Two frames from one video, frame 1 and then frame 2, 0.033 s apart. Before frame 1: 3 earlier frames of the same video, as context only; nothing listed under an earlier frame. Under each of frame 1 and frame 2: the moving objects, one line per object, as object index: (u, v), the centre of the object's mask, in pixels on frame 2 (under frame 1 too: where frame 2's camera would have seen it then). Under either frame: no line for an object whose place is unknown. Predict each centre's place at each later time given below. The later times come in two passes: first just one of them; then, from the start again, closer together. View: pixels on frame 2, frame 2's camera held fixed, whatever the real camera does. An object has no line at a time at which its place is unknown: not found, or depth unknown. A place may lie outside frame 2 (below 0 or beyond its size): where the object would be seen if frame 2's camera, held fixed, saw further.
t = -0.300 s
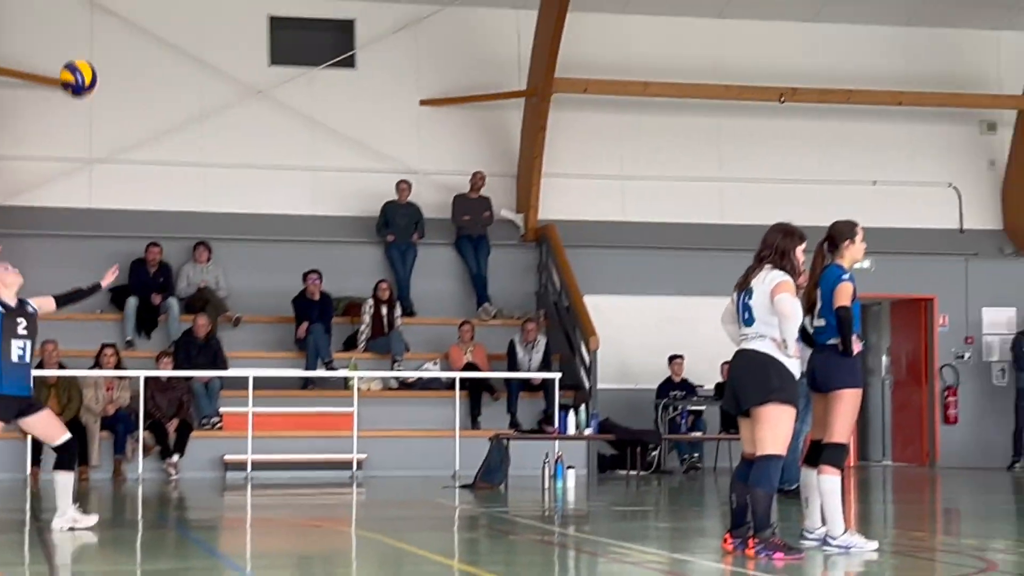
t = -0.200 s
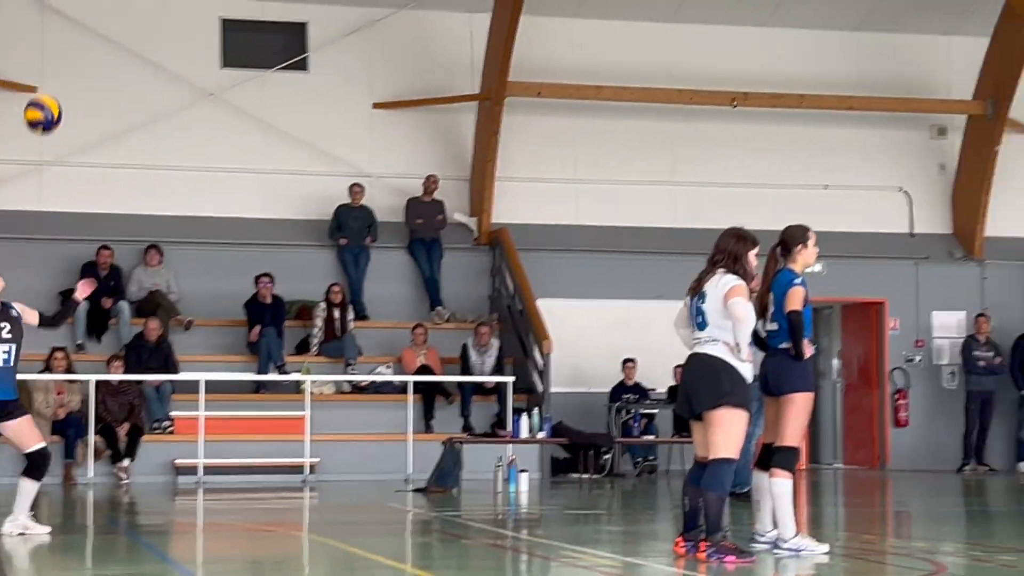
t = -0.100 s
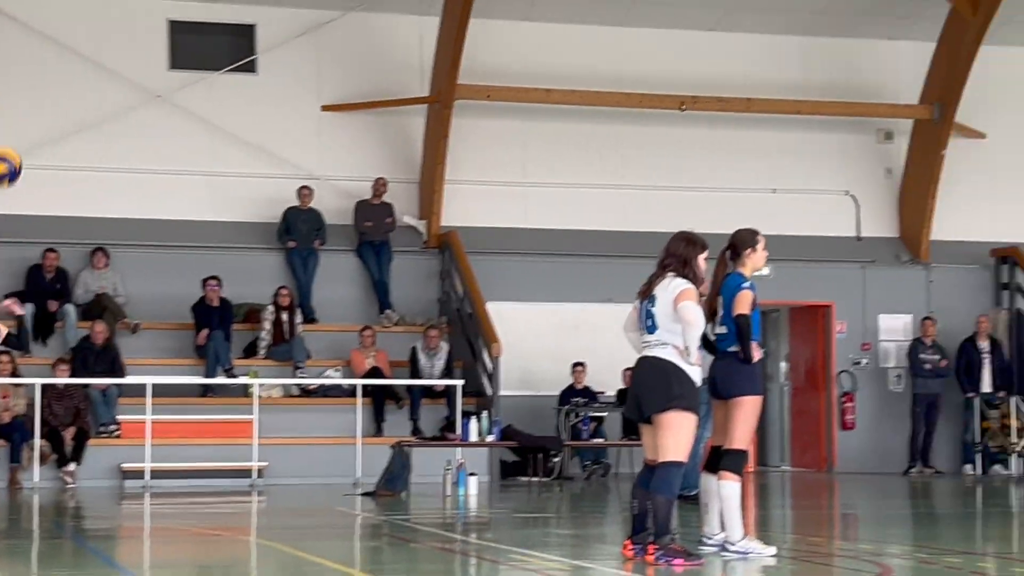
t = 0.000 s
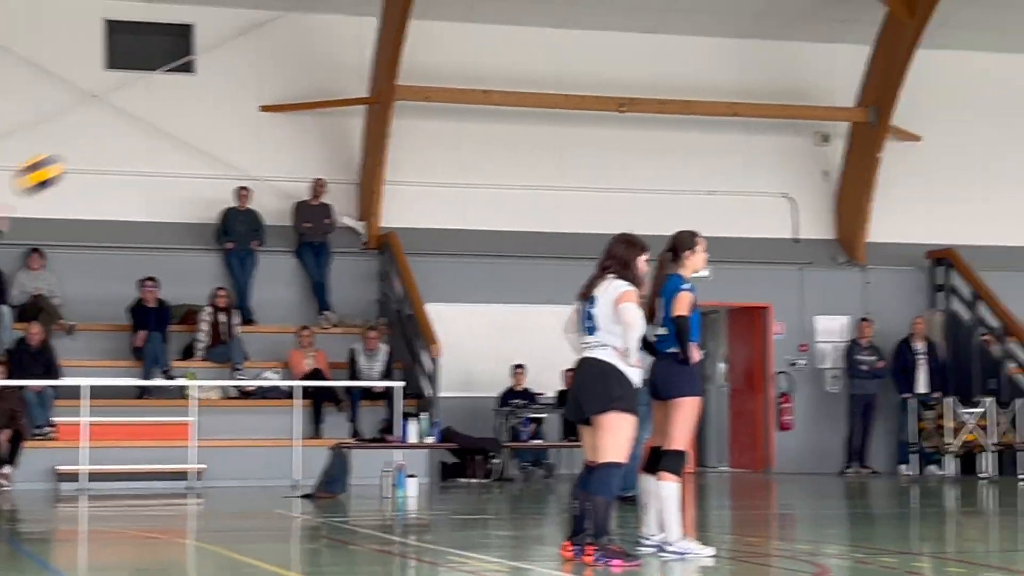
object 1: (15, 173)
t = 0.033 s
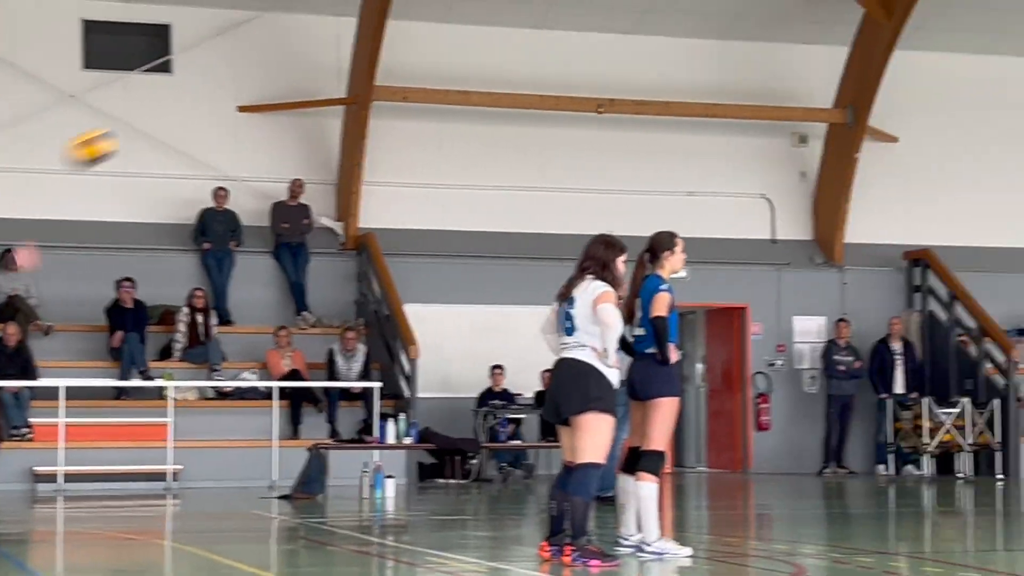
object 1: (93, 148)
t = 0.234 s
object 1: (464, 52)
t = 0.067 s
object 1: (164, 126)
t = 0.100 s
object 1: (231, 107)
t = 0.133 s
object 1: (295, 89)
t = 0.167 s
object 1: (355, 75)
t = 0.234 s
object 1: (464, 52)
